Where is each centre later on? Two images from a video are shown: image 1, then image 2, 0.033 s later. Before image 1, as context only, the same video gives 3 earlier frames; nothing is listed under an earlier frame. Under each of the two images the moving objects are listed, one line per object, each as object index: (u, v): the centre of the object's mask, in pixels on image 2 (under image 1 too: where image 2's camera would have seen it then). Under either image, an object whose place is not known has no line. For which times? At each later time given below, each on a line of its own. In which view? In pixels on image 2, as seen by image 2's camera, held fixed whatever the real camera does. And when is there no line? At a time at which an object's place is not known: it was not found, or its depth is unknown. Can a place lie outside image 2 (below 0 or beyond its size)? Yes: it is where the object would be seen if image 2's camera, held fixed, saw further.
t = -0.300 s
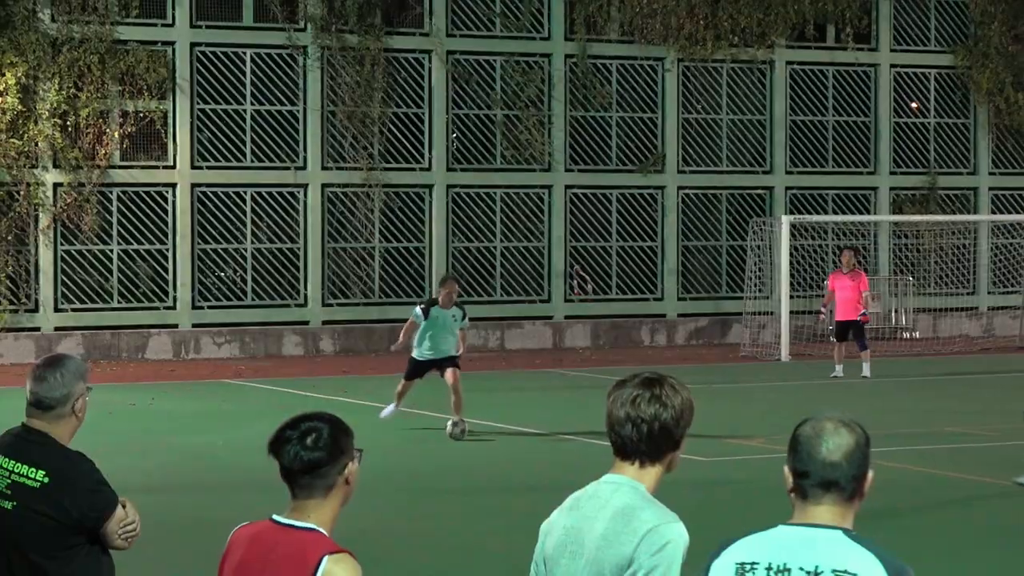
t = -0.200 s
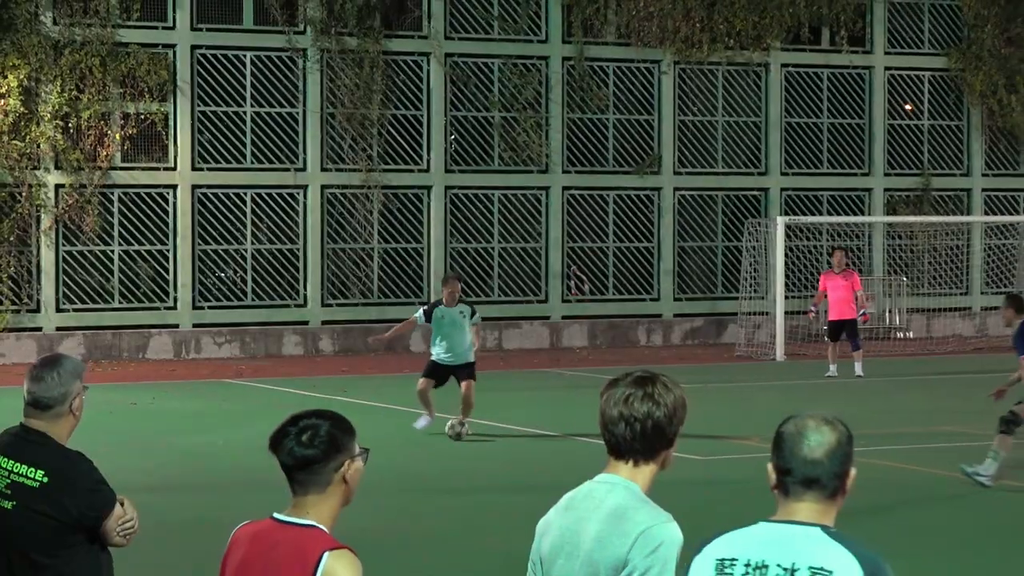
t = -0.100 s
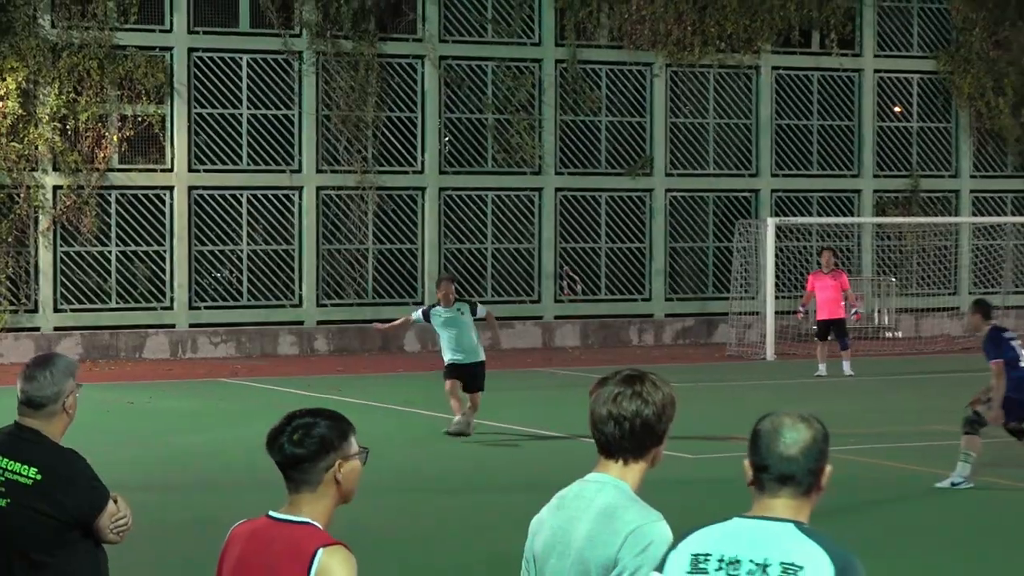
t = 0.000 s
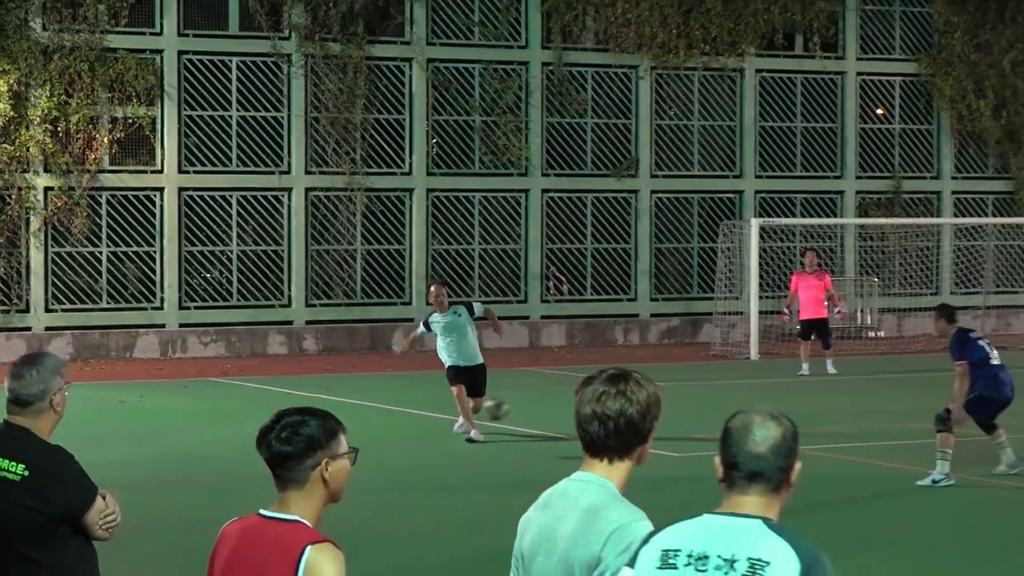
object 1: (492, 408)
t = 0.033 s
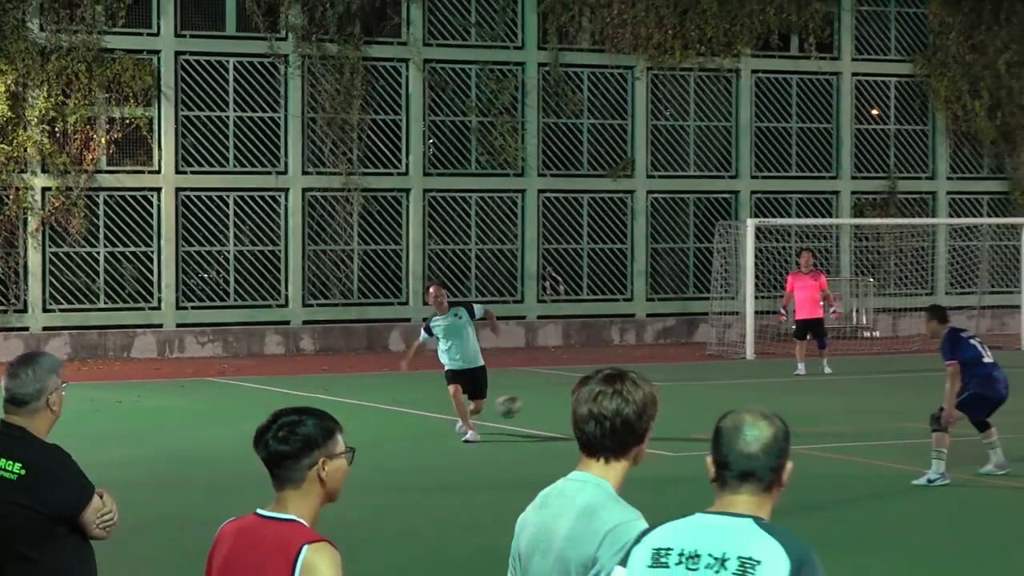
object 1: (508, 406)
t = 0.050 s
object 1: (517, 406)
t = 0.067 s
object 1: (525, 405)
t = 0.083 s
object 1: (533, 405)
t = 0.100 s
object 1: (542, 405)
